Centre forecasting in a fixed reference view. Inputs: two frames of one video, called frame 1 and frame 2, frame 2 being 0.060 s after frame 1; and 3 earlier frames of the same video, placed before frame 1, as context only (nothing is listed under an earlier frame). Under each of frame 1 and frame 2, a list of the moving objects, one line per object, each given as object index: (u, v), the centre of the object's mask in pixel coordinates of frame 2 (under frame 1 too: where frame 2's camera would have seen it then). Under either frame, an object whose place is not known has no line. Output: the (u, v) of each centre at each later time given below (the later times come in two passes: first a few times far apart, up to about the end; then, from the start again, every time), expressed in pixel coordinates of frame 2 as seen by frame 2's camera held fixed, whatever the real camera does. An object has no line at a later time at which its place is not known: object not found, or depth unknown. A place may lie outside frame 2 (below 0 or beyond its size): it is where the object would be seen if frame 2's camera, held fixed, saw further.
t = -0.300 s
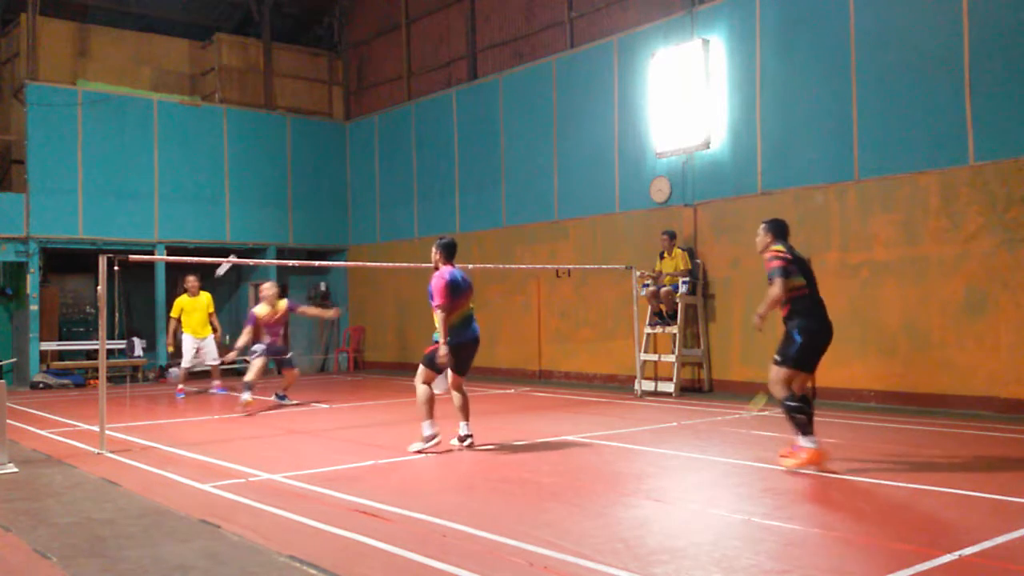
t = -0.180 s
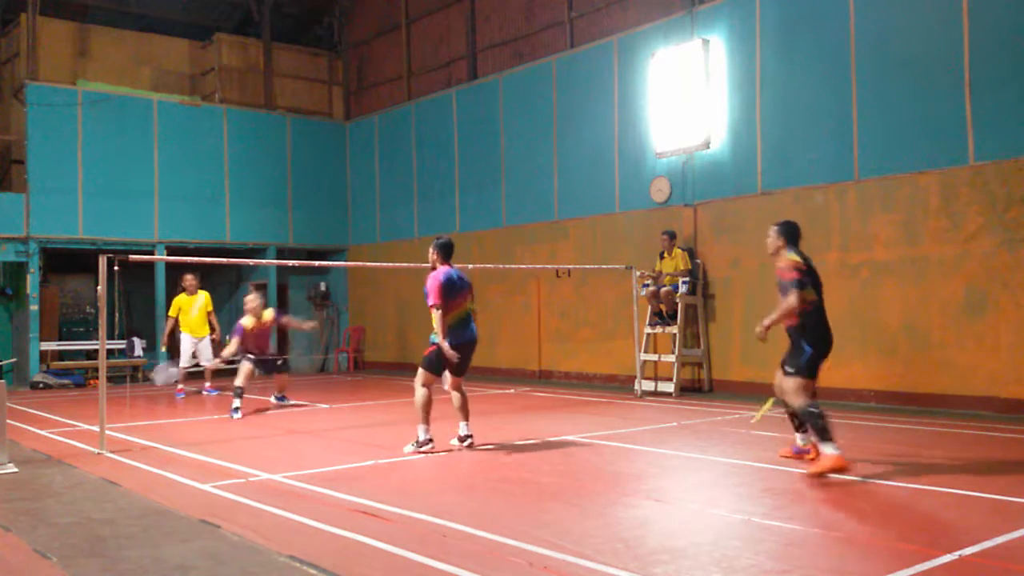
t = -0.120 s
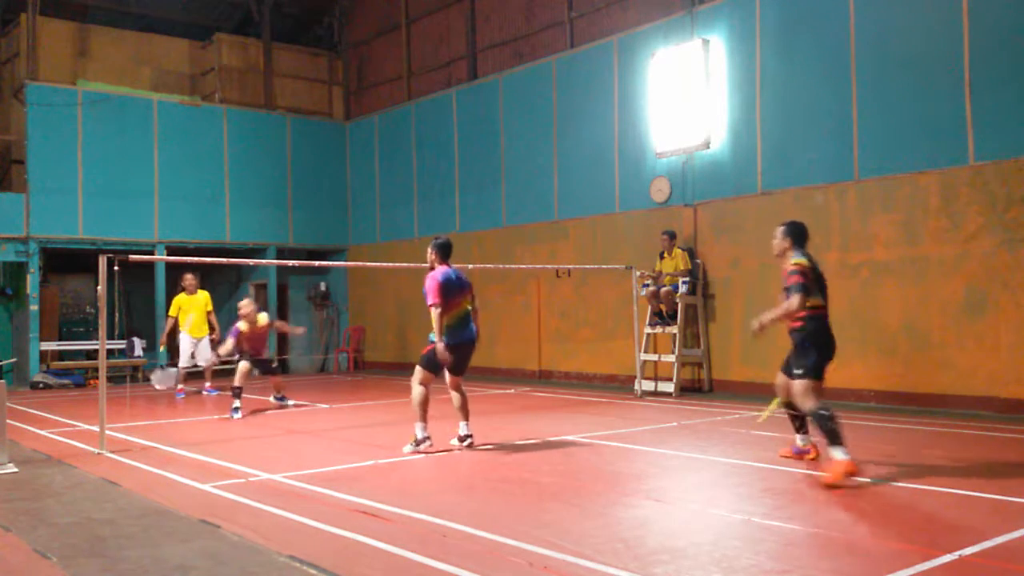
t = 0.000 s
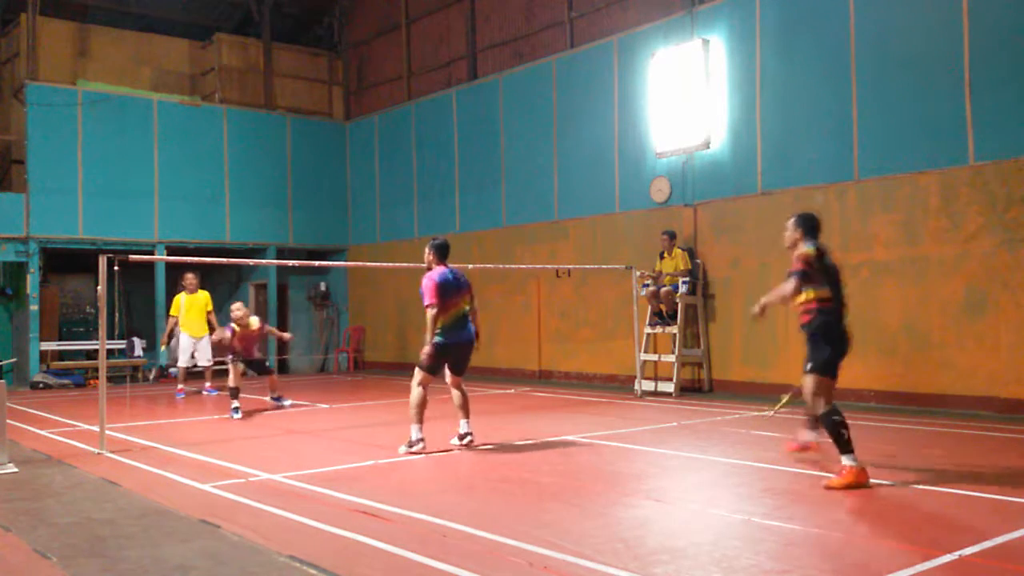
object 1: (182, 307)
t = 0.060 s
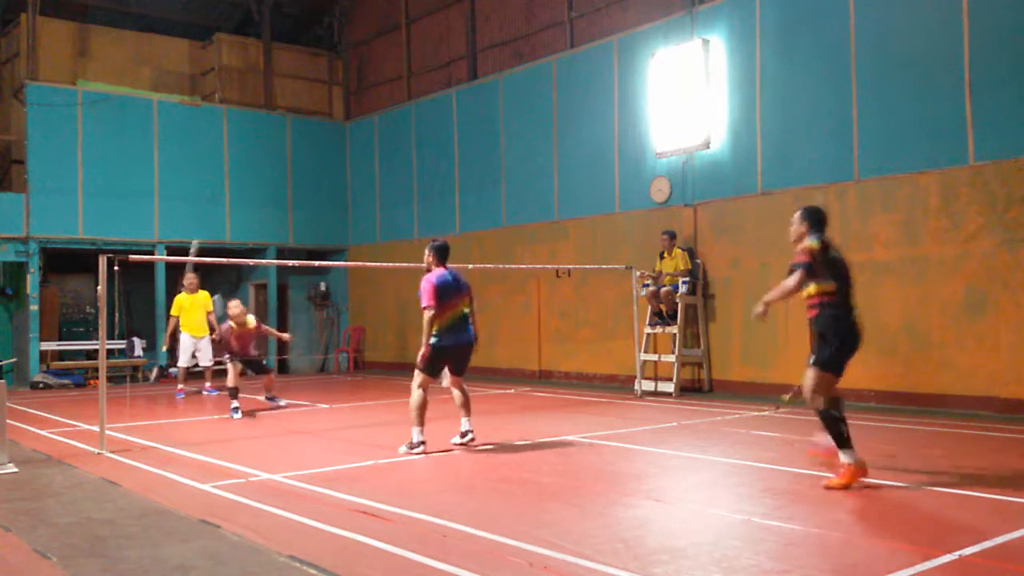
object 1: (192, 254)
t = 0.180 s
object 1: (215, 179)
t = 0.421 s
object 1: (257, 72)
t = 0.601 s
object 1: (288, 40)
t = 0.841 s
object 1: (331, 69)
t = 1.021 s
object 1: (364, 154)
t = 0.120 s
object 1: (204, 218)
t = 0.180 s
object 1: (215, 179)
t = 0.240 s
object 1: (226, 146)
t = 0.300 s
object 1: (235, 117)
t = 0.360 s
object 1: (246, 92)
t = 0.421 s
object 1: (257, 72)
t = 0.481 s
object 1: (268, 57)
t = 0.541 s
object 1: (278, 47)
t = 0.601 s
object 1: (288, 40)
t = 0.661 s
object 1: (299, 38)
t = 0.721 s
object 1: (311, 42)
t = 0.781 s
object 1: (322, 52)
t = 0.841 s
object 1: (331, 69)
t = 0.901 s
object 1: (342, 91)
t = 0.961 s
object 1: (353, 119)
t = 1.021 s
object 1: (364, 154)
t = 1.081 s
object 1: (372, 192)
